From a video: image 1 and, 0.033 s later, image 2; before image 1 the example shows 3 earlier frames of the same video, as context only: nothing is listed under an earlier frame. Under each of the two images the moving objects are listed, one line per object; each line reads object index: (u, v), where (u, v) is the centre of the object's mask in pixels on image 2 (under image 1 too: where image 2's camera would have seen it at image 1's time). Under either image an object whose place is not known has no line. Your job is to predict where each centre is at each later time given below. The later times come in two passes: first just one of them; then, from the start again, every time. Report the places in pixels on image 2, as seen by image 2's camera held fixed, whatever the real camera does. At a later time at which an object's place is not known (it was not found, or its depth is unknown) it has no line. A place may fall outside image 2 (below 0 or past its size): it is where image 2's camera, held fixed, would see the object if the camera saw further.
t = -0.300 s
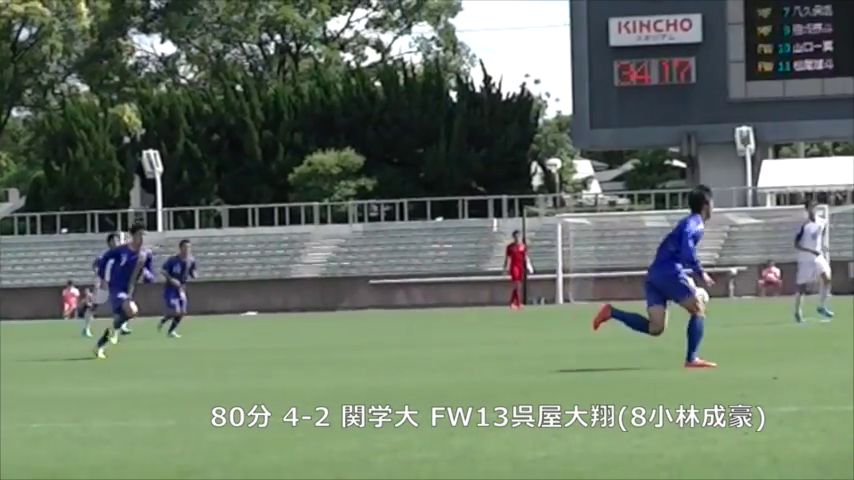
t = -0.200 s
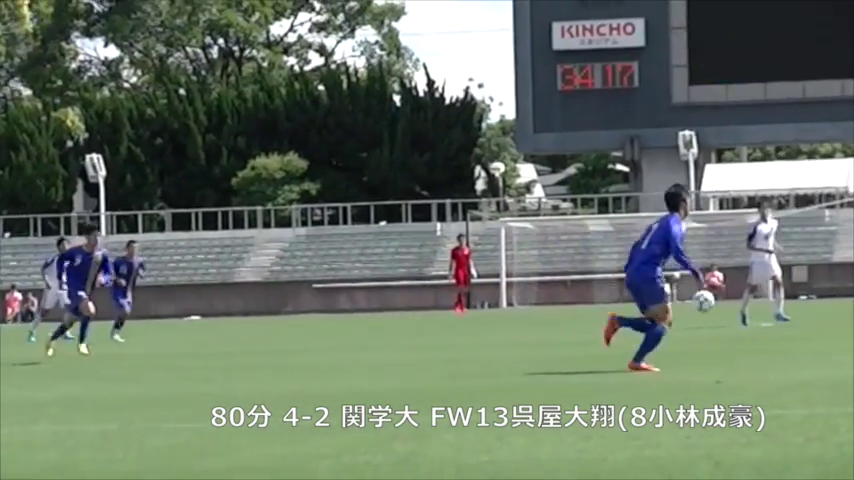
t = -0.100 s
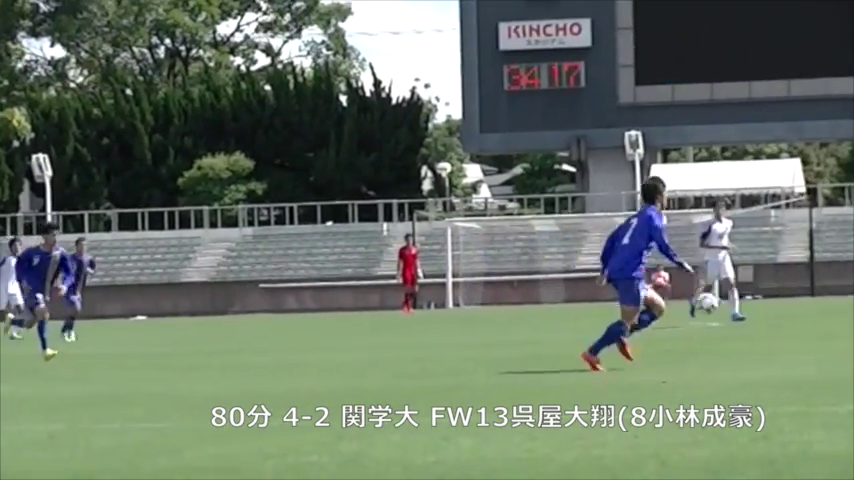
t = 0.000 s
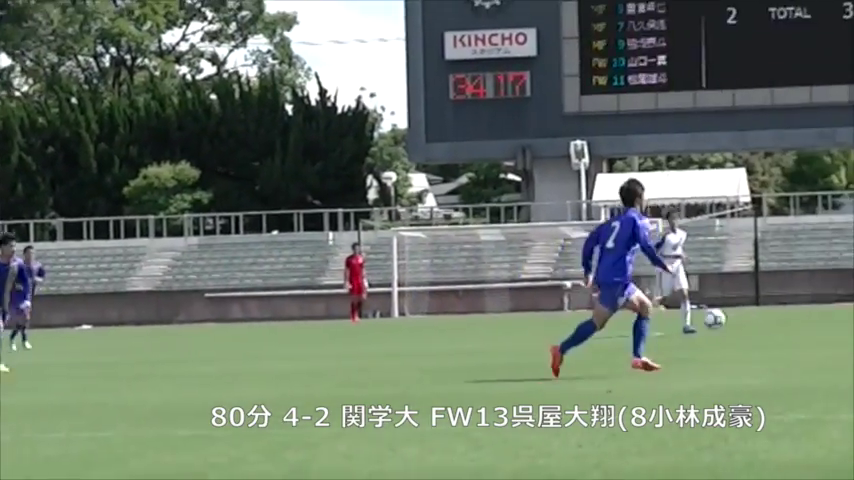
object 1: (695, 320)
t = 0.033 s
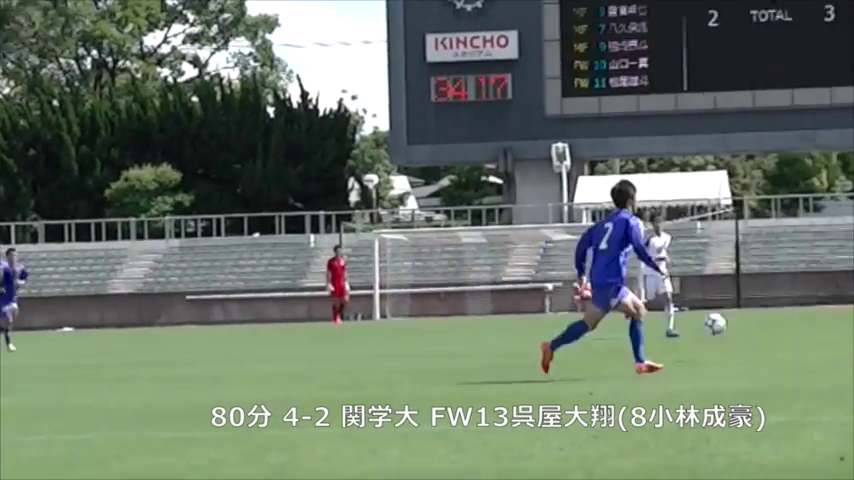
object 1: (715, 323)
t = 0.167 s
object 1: (800, 340)
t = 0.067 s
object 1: (735, 327)
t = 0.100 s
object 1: (755, 330)
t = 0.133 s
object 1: (780, 336)
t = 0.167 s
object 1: (800, 340)
